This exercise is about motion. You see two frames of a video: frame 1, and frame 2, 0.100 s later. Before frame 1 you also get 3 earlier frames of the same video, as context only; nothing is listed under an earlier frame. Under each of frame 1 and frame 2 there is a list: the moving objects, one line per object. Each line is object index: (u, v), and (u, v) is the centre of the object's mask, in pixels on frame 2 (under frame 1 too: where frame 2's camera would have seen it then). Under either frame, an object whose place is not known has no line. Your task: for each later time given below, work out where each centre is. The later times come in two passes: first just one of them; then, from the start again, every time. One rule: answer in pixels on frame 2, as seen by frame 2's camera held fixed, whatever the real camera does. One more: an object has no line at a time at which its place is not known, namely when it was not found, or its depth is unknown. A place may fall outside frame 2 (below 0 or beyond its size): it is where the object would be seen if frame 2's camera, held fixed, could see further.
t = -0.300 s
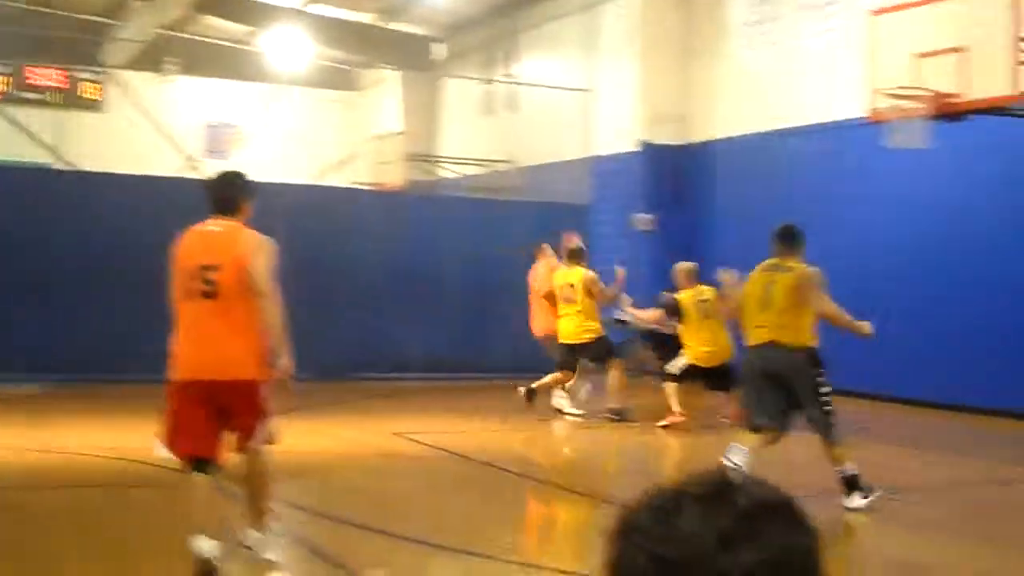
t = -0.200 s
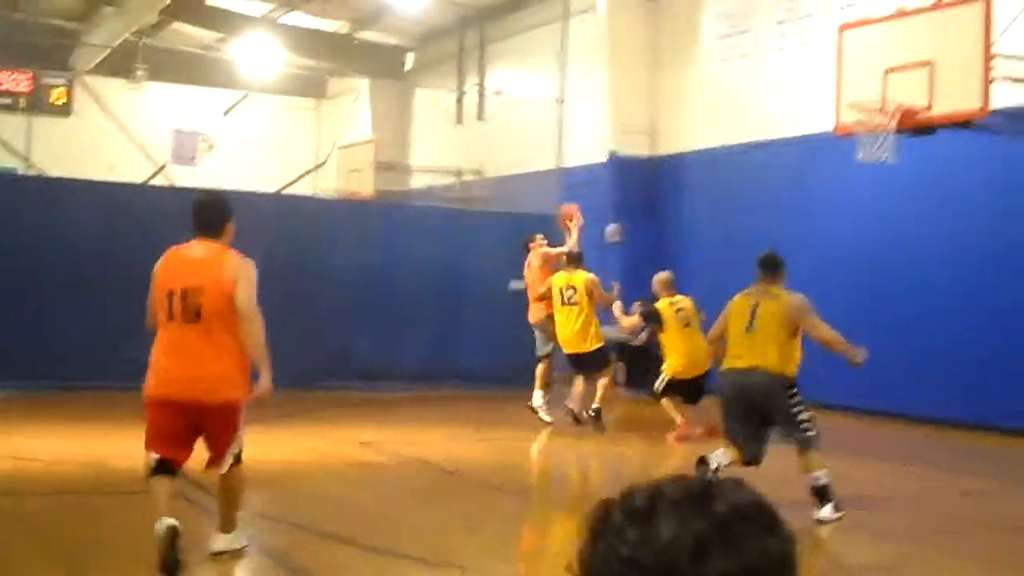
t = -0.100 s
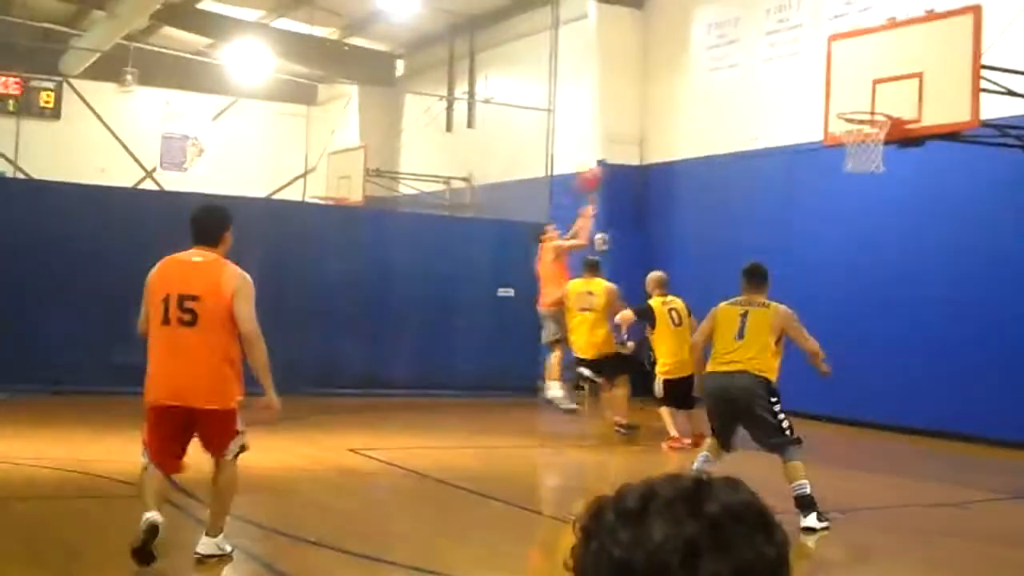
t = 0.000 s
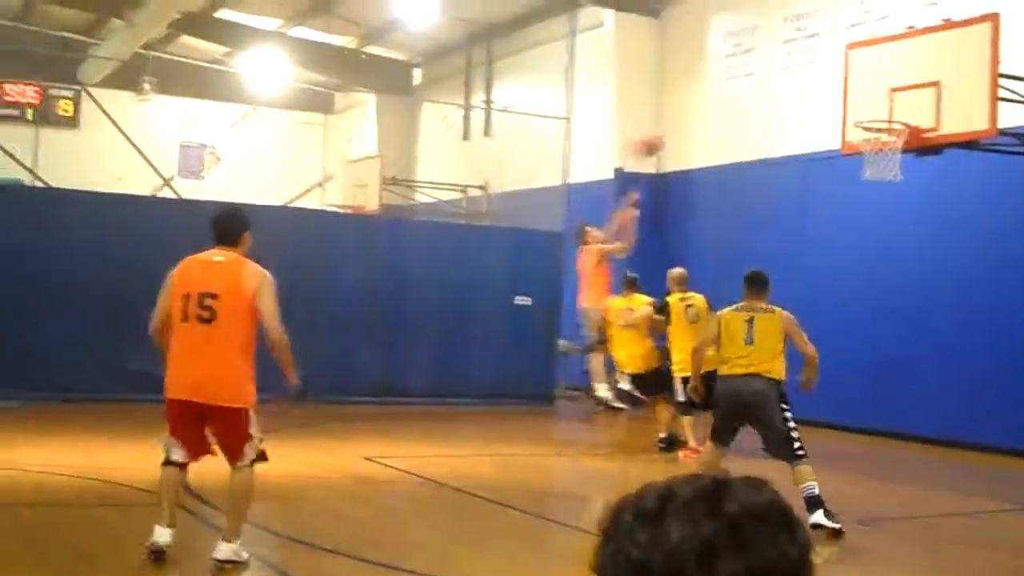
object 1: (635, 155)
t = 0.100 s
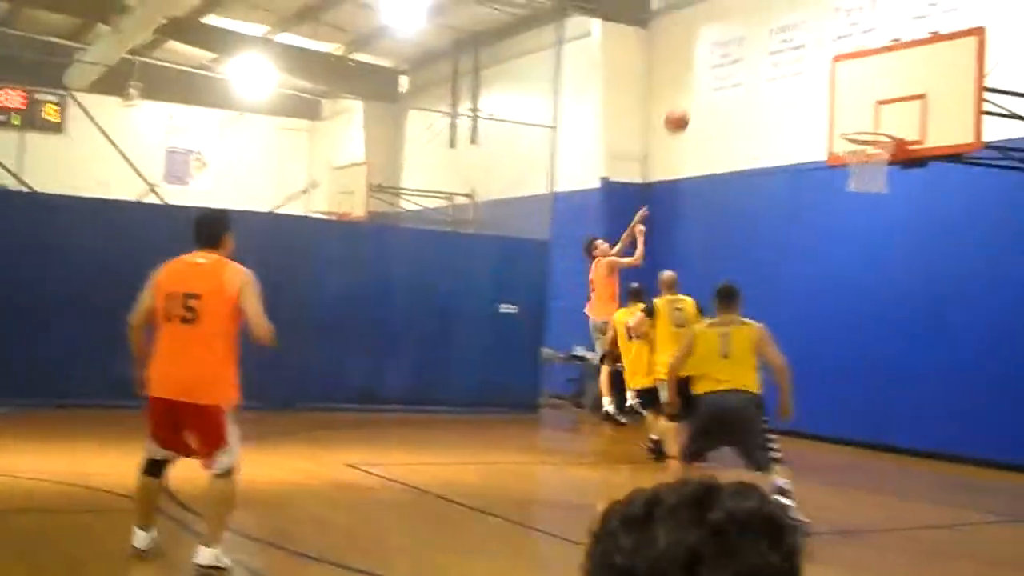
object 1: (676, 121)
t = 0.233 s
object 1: (733, 92)
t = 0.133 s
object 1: (691, 112)
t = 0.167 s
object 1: (705, 104)
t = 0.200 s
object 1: (720, 97)
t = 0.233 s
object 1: (733, 92)
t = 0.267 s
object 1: (748, 86)
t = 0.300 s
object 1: (762, 83)
